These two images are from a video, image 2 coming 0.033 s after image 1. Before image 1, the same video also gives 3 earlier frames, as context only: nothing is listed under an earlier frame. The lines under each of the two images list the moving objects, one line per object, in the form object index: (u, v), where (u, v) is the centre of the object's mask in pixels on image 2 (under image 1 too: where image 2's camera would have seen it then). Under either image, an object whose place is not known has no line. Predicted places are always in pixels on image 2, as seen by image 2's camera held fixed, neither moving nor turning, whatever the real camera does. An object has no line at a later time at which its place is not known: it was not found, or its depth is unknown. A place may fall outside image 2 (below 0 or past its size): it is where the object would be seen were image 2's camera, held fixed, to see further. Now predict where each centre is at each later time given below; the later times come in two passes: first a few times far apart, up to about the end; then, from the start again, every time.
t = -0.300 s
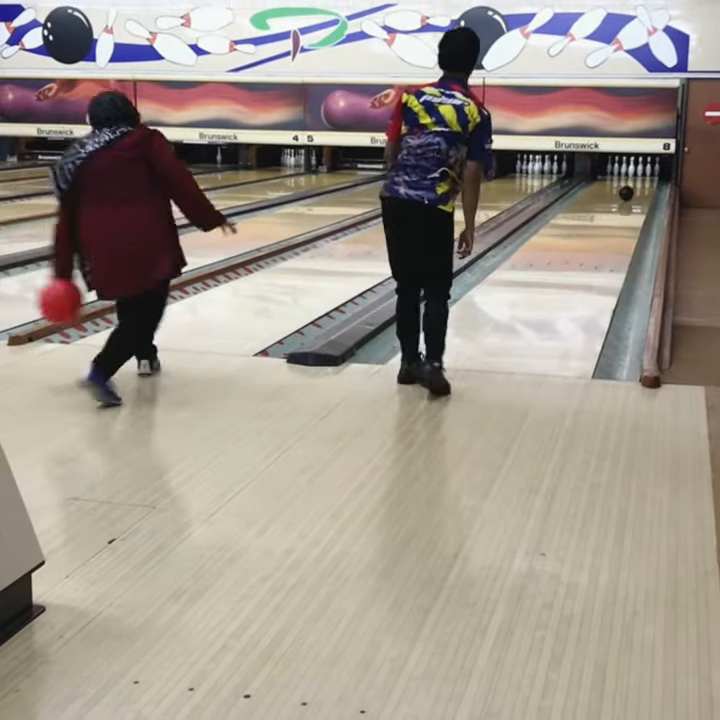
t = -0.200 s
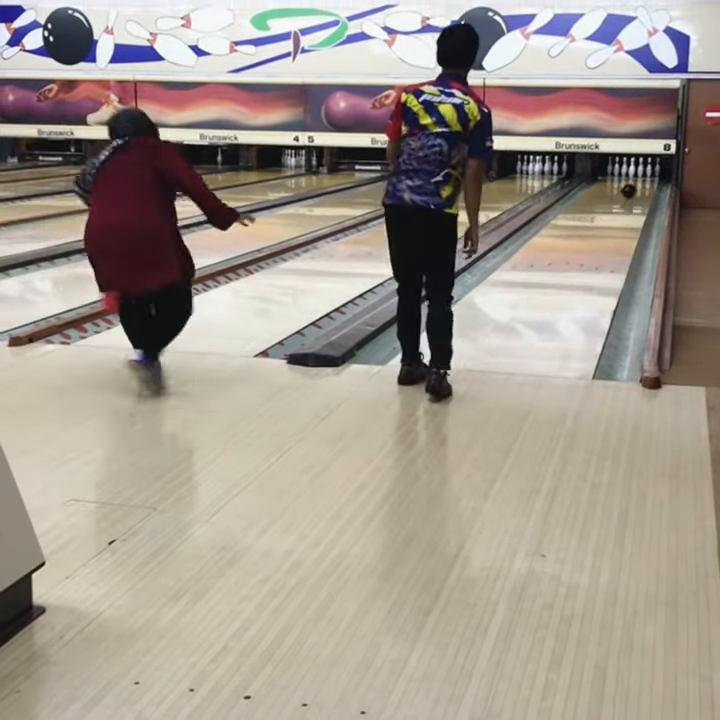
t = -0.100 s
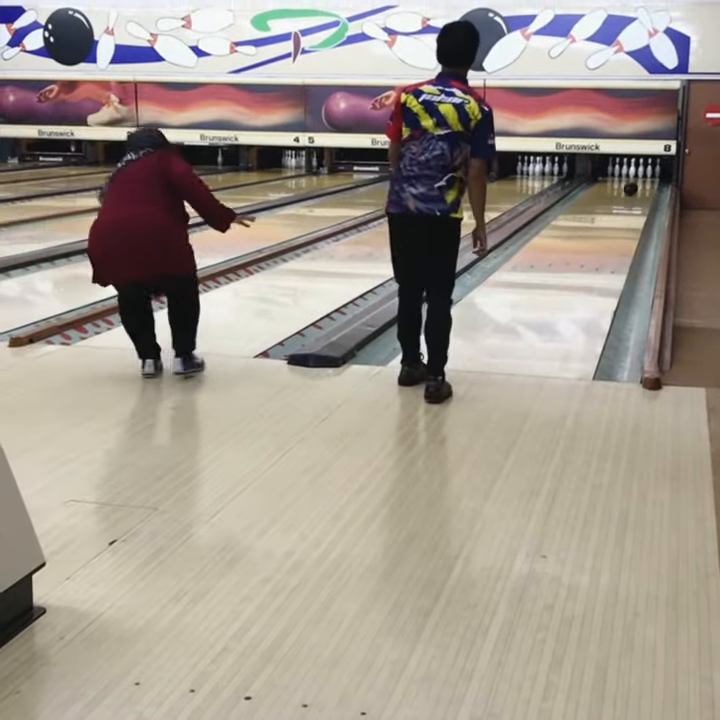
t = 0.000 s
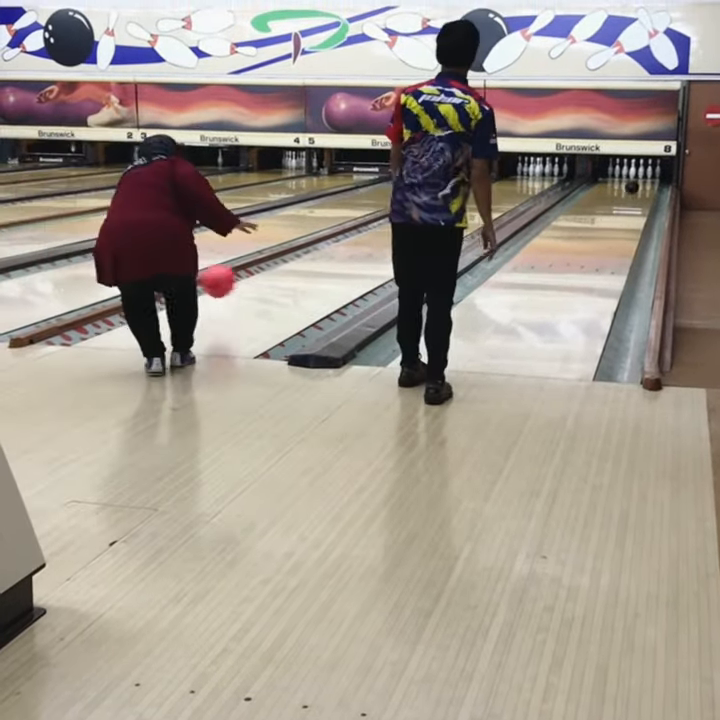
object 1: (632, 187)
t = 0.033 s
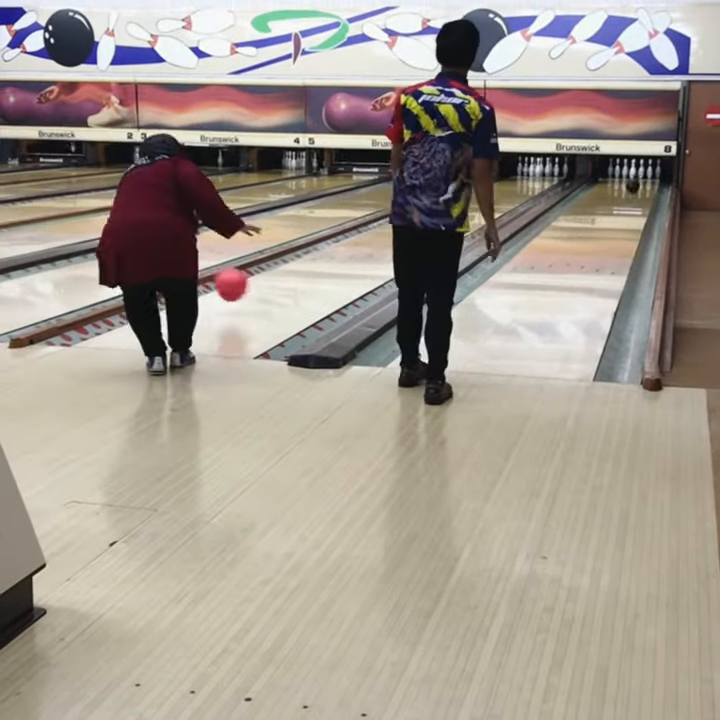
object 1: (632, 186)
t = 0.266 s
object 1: (635, 181)
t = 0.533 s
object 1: (638, 177)
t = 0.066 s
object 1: (633, 186)
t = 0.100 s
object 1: (634, 185)
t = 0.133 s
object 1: (634, 184)
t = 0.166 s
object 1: (634, 183)
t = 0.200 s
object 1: (634, 182)
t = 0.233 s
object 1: (635, 182)
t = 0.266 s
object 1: (635, 181)
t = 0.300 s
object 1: (635, 180)
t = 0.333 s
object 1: (636, 180)
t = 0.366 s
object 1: (636, 180)
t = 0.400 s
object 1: (637, 179)
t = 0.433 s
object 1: (637, 178)
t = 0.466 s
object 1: (639, 178)
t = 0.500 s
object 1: (639, 177)
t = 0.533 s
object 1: (638, 177)
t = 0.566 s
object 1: (640, 176)
